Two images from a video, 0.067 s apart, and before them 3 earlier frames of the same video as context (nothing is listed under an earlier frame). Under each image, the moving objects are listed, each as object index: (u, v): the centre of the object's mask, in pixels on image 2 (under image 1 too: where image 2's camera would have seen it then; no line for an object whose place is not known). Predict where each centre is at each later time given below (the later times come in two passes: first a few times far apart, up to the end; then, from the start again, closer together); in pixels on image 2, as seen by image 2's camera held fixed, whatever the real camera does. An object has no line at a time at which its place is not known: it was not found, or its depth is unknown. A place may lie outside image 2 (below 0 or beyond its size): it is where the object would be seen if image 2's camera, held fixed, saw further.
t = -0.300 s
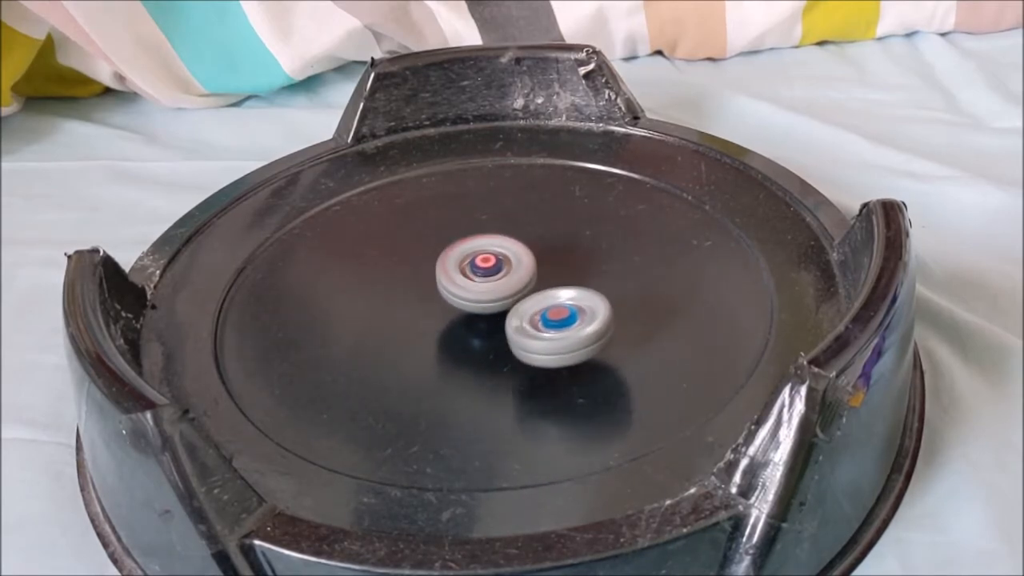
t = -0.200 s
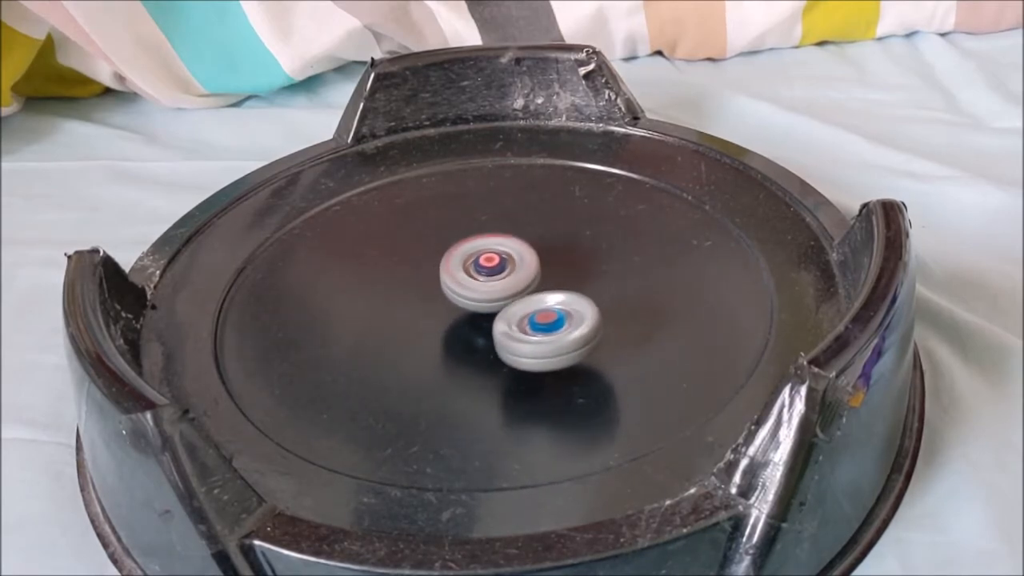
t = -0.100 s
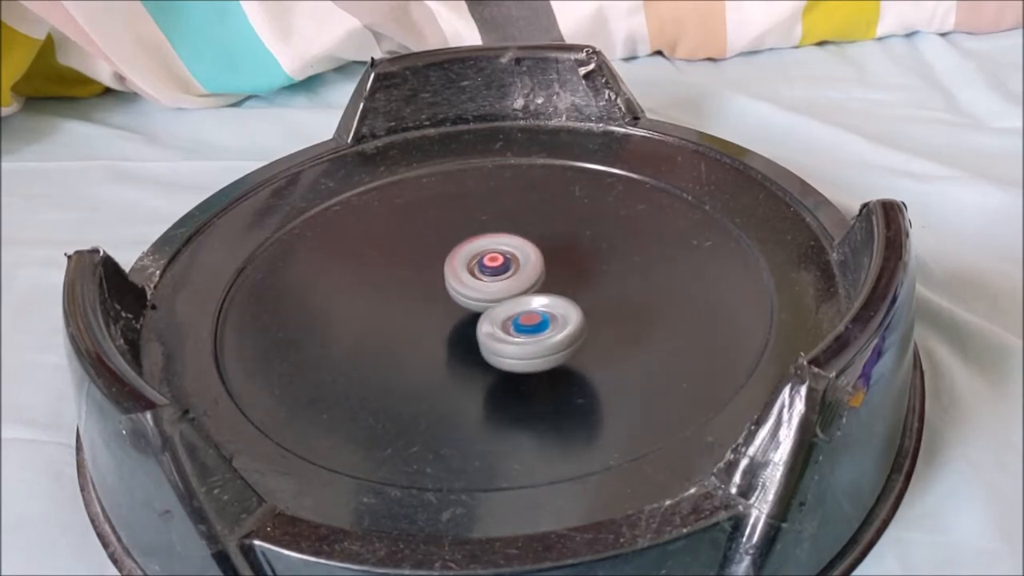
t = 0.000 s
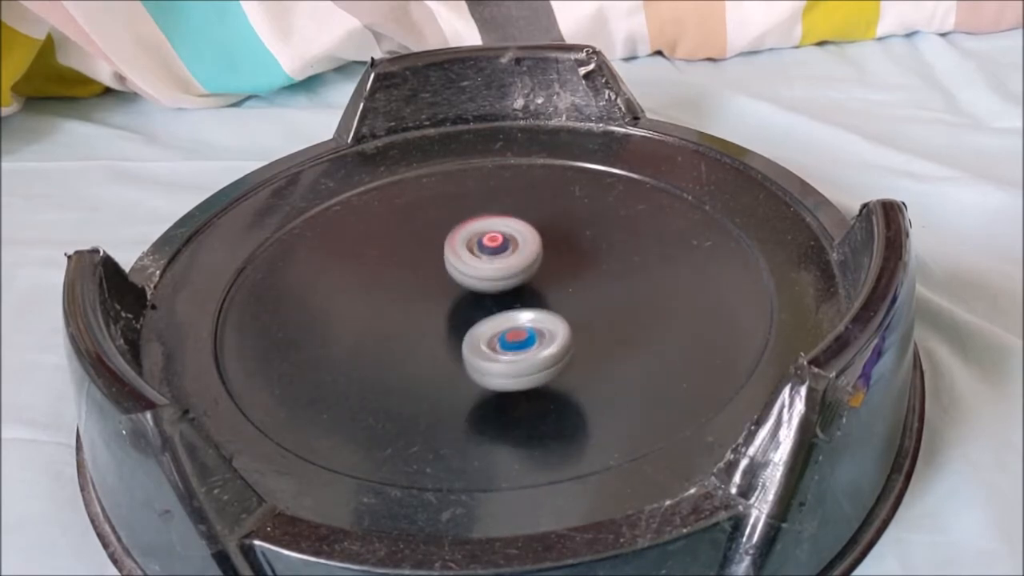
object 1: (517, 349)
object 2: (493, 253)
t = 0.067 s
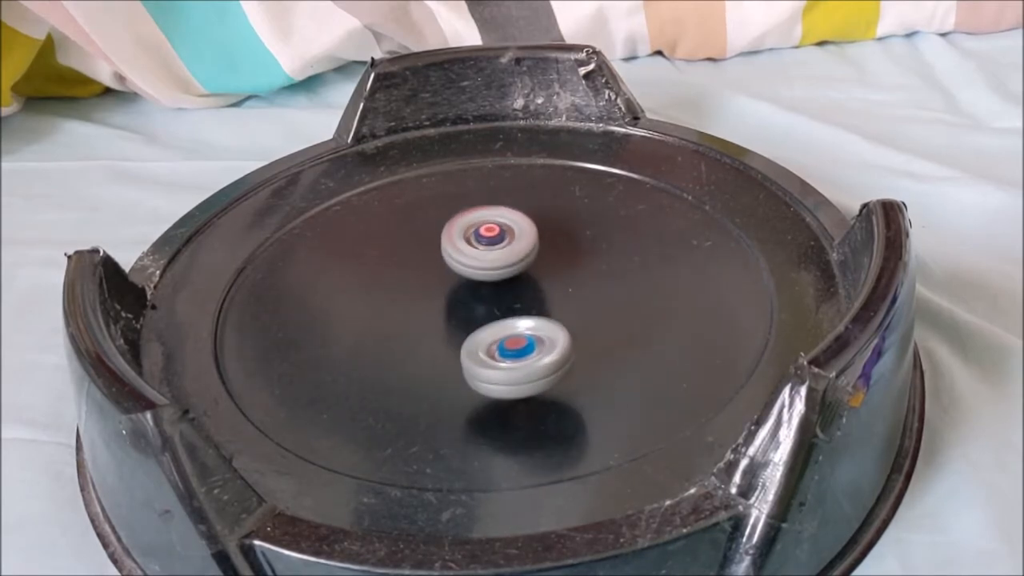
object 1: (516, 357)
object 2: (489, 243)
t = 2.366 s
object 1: (436, 246)
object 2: (538, 281)
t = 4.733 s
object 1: (529, 307)
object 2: (460, 251)
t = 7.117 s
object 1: (414, 299)
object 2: (512, 259)
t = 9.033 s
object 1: (548, 276)
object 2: (417, 302)
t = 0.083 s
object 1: (516, 358)
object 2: (488, 242)
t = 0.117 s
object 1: (517, 360)
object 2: (485, 241)
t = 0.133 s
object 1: (518, 360)
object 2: (484, 241)
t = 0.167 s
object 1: (519, 360)
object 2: (481, 242)
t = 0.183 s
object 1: (519, 359)
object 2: (480, 243)
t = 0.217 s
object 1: (520, 358)
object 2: (478, 244)
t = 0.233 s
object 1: (520, 357)
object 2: (477, 245)
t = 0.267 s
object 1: (519, 355)
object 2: (476, 247)
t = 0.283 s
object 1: (519, 354)
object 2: (476, 249)
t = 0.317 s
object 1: (518, 351)
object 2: (475, 251)
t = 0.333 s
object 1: (517, 349)
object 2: (474, 252)
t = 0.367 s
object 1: (513, 345)
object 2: (474, 254)
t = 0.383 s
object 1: (511, 344)
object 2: (474, 255)
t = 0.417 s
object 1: (506, 340)
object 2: (475, 258)
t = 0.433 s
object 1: (503, 338)
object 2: (475, 259)
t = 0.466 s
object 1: (497, 334)
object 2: (477, 261)
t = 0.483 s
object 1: (494, 332)
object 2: (478, 262)
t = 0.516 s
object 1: (487, 330)
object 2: (481, 262)
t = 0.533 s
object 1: (484, 335)
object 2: (483, 260)
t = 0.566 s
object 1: (476, 342)
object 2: (489, 254)
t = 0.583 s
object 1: (473, 345)
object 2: (491, 253)
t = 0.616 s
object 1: (468, 347)
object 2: (494, 252)
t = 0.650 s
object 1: (465, 347)
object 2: (497, 252)
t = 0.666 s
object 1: (463, 347)
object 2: (498, 252)
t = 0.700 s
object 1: (461, 347)
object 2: (499, 253)
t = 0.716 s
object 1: (460, 346)
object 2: (500, 254)
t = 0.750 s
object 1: (458, 345)
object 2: (501, 257)
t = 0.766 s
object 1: (457, 344)
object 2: (502, 258)
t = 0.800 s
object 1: (455, 343)
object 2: (505, 261)
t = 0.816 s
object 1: (454, 341)
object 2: (507, 262)
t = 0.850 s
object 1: (452, 339)
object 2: (512, 265)
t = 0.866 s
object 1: (451, 337)
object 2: (515, 266)
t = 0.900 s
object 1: (449, 335)
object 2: (521, 268)
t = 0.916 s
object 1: (448, 333)
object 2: (525, 269)
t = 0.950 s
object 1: (445, 330)
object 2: (532, 269)
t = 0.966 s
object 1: (445, 328)
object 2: (535, 269)
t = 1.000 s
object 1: (442, 324)
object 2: (542, 269)
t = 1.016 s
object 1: (441, 323)
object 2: (545, 269)
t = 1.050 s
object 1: (439, 318)
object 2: (549, 268)
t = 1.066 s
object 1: (438, 317)
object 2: (551, 268)
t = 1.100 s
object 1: (436, 313)
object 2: (554, 268)
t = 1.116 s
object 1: (435, 311)
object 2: (555, 268)
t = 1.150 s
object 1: (434, 307)
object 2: (556, 267)
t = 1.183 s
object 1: (432, 304)
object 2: (556, 268)
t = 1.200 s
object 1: (432, 302)
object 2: (555, 268)
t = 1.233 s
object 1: (431, 299)
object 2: (553, 269)
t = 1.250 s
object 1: (431, 296)
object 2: (552, 269)
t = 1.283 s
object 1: (430, 293)
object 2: (549, 269)
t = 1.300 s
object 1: (431, 291)
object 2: (548, 270)
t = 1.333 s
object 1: (430, 287)
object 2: (544, 272)
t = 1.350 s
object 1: (430, 285)
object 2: (542, 273)
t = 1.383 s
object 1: (428, 281)
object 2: (537, 276)
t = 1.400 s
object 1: (428, 279)
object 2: (534, 278)
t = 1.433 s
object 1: (427, 275)
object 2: (531, 283)
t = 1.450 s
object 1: (427, 273)
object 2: (529, 285)
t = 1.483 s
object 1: (426, 269)
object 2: (528, 290)
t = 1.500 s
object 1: (425, 268)
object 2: (528, 293)
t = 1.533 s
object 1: (425, 265)
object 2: (529, 298)
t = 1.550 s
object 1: (424, 264)
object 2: (530, 300)
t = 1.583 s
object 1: (425, 261)
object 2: (535, 304)
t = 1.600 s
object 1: (425, 260)
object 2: (537, 305)
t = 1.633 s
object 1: (426, 258)
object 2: (543, 308)
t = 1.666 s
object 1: (427, 256)
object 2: (550, 309)
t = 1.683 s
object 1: (428, 256)
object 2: (553, 309)
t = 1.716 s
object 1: (430, 254)
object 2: (558, 308)
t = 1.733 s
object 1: (431, 254)
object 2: (560, 307)
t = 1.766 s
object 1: (434, 253)
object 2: (563, 305)
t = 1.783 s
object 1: (436, 252)
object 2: (564, 303)
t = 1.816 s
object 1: (439, 251)
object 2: (563, 299)
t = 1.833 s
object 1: (441, 251)
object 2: (562, 297)
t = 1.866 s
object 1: (446, 250)
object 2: (556, 292)
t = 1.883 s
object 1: (448, 250)
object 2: (551, 291)
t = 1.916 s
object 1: (453, 249)
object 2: (539, 289)
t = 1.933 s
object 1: (454, 249)
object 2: (532, 290)
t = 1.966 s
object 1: (449, 239)
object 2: (530, 298)
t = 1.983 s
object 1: (444, 233)
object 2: (533, 304)
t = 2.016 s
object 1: (439, 223)
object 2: (545, 315)
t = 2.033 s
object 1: (437, 222)
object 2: (552, 319)
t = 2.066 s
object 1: (433, 220)
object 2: (570, 325)
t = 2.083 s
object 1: (430, 219)
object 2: (580, 325)
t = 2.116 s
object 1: (426, 219)
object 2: (597, 324)
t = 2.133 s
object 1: (424, 220)
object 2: (608, 319)
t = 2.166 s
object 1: (422, 221)
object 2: (621, 312)
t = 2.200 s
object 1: (420, 224)
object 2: (626, 301)
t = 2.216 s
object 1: (420, 226)
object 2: (626, 297)
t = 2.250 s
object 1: (421, 230)
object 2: (617, 287)
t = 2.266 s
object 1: (422, 233)
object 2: (611, 284)
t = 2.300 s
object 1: (425, 238)
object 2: (590, 278)
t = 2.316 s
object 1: (428, 240)
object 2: (579, 277)
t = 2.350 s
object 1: (433, 244)
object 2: (553, 278)
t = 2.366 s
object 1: (436, 246)
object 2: (538, 281)
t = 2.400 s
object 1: (437, 247)
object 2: (515, 291)
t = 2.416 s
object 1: (434, 243)
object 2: (513, 301)
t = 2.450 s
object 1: (429, 238)
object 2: (515, 319)
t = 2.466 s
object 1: (429, 237)
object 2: (520, 328)
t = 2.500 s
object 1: (431, 238)
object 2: (534, 341)
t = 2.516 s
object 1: (433, 240)
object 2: (545, 347)
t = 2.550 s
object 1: (436, 243)
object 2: (572, 353)
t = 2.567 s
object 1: (439, 245)
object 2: (587, 353)
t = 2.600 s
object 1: (443, 249)
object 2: (617, 348)
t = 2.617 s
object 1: (446, 251)
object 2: (630, 344)
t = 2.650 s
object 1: (452, 254)
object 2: (651, 331)
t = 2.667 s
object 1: (456, 256)
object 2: (657, 325)
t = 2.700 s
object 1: (463, 259)
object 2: (658, 310)
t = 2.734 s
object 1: (470, 261)
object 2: (648, 296)
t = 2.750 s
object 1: (474, 263)
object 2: (639, 291)
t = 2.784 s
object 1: (482, 265)
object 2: (612, 281)
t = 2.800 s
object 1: (486, 266)
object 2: (597, 280)
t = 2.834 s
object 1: (468, 260)
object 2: (588, 281)
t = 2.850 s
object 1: (454, 256)
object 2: (588, 282)
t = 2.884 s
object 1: (432, 250)
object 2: (587, 286)
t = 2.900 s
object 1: (425, 248)
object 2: (586, 288)
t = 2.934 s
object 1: (415, 247)
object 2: (584, 291)
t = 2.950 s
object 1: (412, 249)
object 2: (584, 293)
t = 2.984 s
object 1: (409, 254)
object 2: (584, 297)
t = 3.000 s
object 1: (408, 257)
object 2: (583, 299)
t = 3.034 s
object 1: (407, 263)
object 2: (581, 303)
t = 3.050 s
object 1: (407, 266)
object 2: (579, 304)
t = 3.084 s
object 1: (406, 271)
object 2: (576, 307)
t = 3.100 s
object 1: (407, 274)
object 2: (574, 308)
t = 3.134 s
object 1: (409, 280)
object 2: (570, 310)
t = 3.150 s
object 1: (411, 283)
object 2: (568, 311)
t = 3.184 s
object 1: (415, 289)
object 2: (564, 314)
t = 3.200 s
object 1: (417, 292)
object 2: (562, 315)
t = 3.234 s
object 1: (423, 297)
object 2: (556, 317)
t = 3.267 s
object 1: (430, 302)
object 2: (550, 319)
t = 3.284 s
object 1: (434, 304)
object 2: (547, 319)
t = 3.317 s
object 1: (437, 307)
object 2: (544, 321)
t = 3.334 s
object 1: (432, 306)
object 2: (552, 323)
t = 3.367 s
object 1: (426, 305)
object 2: (563, 325)
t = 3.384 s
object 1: (427, 305)
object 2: (568, 325)
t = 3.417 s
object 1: (431, 307)
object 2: (576, 323)
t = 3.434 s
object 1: (433, 309)
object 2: (579, 323)
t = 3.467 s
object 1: (440, 312)
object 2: (584, 318)
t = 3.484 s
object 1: (442, 313)
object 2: (586, 315)
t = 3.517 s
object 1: (449, 316)
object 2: (584, 309)
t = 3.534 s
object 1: (453, 317)
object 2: (581, 305)
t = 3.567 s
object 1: (460, 318)
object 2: (573, 300)
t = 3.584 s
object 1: (459, 319)
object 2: (572, 297)
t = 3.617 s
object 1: (427, 319)
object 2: (592, 286)
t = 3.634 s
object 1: (415, 319)
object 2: (599, 279)
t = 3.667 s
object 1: (399, 318)
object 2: (605, 266)
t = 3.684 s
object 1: (394, 318)
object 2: (603, 259)
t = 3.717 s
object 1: (390, 320)
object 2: (595, 248)
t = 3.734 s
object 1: (390, 321)
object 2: (589, 245)
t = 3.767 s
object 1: (389, 324)
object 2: (570, 240)
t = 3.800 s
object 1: (389, 327)
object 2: (547, 240)
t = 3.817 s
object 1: (391, 328)
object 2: (536, 241)
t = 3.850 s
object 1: (393, 331)
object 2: (514, 248)
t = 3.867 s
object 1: (395, 332)
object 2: (505, 252)
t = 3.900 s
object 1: (400, 335)
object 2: (487, 264)
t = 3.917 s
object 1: (402, 335)
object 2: (479, 271)
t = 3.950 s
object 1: (405, 339)
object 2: (475, 283)
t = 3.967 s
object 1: (400, 344)
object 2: (480, 285)
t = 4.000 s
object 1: (394, 351)
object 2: (492, 287)
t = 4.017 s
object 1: (395, 353)
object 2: (498, 287)
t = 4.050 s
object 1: (398, 355)
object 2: (511, 286)
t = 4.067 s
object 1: (402, 356)
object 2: (517, 285)
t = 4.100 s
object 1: (409, 358)
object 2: (526, 281)
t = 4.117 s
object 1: (413, 358)
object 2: (531, 278)
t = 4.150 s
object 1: (422, 359)
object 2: (536, 273)
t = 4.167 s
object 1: (425, 358)
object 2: (537, 271)
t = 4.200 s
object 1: (436, 357)
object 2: (537, 266)
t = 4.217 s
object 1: (439, 357)
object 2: (537, 264)
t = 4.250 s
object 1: (448, 354)
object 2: (534, 260)
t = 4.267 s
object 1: (453, 353)
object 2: (532, 259)
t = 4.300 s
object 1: (460, 350)
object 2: (527, 257)
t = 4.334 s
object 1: (468, 347)
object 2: (521, 258)
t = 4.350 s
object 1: (472, 345)
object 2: (518, 259)
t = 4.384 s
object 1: (479, 340)
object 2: (511, 261)
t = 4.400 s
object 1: (483, 338)
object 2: (508, 262)
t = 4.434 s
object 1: (489, 333)
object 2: (503, 263)
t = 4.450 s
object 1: (492, 333)
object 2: (501, 262)
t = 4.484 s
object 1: (496, 332)
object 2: (496, 261)
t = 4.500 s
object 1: (498, 330)
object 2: (495, 261)
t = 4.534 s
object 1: (503, 329)
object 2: (491, 258)
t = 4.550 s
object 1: (504, 328)
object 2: (489, 256)
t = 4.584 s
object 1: (509, 325)
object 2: (483, 252)
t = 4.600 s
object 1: (512, 324)
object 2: (481, 250)
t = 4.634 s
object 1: (516, 320)
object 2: (474, 248)
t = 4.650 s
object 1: (520, 318)
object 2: (471, 248)
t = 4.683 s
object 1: (524, 314)
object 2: (466, 248)
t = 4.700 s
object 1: (526, 311)
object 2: (464, 249)
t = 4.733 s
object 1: (529, 307)
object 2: (460, 251)
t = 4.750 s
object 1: (530, 305)
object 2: (458, 253)
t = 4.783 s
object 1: (533, 300)
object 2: (455, 258)
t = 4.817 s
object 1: (549, 304)
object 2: (442, 254)
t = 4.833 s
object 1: (562, 308)
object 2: (433, 250)
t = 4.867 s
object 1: (585, 313)
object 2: (417, 247)
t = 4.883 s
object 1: (595, 314)
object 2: (408, 247)
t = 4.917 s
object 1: (607, 313)
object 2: (390, 249)
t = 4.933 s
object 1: (612, 311)
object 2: (384, 250)
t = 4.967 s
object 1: (620, 306)
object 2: (375, 256)
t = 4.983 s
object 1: (622, 303)
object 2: (372, 260)
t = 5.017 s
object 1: (629, 297)
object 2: (372, 270)
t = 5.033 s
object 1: (631, 296)
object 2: (374, 274)
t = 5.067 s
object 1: (635, 291)
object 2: (384, 283)
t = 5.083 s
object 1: (637, 288)
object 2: (392, 288)
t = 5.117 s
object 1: (639, 283)
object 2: (411, 293)
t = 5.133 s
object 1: (640, 280)
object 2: (424, 293)
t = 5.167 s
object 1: (640, 276)
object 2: (450, 294)
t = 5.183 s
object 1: (638, 274)
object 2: (461, 292)
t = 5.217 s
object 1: (636, 270)
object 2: (485, 286)
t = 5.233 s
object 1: (635, 268)
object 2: (495, 282)
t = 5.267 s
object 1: (630, 266)
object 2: (512, 271)
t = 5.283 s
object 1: (628, 264)
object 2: (519, 264)
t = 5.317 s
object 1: (628, 262)
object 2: (523, 250)
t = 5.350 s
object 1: (629, 261)
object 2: (515, 237)
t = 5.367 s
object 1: (628, 260)
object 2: (510, 232)
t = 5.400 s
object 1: (623, 258)
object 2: (496, 223)
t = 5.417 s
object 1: (619, 258)
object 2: (487, 220)
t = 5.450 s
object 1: (613, 257)
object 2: (467, 218)
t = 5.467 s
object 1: (610, 257)
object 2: (458, 218)
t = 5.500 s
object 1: (602, 257)
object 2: (440, 223)
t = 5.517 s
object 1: (598, 257)
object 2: (432, 228)
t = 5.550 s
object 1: (590, 258)
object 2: (422, 239)
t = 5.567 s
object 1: (586, 259)
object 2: (419, 246)
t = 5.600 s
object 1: (577, 259)
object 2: (419, 259)
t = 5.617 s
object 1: (573, 261)
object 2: (422, 266)
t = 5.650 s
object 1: (564, 262)
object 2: (433, 279)
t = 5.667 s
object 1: (560, 263)
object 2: (441, 284)
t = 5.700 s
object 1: (556, 263)
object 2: (455, 293)
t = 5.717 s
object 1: (563, 261)
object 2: (451, 301)
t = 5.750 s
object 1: (576, 257)
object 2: (450, 313)
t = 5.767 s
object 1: (579, 256)
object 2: (452, 319)
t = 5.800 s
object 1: (578, 256)
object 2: (460, 330)
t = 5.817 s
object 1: (576, 256)
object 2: (466, 335)
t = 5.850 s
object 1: (570, 256)
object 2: (484, 342)
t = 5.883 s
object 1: (563, 256)
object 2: (504, 344)
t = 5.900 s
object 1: (559, 257)
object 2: (516, 343)
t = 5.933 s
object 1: (553, 257)
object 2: (537, 338)
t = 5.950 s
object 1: (549, 258)
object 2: (546, 335)
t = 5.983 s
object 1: (542, 257)
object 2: (560, 324)
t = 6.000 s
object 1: (538, 257)
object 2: (563, 319)
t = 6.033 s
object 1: (529, 250)
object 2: (569, 315)
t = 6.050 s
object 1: (524, 248)
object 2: (572, 314)
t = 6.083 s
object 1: (515, 244)
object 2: (575, 312)
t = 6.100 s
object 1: (511, 244)
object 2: (576, 311)
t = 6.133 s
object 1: (502, 243)
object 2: (575, 308)
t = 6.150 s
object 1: (497, 243)
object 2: (574, 307)
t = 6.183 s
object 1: (488, 243)
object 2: (569, 302)
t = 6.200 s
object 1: (483, 243)
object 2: (566, 301)
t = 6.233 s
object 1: (474, 244)
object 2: (556, 298)
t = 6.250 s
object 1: (470, 244)
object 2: (550, 297)
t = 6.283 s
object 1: (462, 245)
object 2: (537, 295)
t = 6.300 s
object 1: (458, 246)
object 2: (530, 295)
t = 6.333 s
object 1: (450, 247)
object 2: (514, 295)
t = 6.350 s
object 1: (445, 247)
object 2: (505, 296)
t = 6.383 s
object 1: (435, 244)
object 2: (493, 304)
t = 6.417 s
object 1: (427, 243)
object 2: (486, 313)
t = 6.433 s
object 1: (424, 243)
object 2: (484, 317)
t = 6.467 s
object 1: (417, 245)
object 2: (481, 323)
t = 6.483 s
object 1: (413, 246)
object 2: (481, 327)
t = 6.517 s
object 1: (407, 248)
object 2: (482, 331)
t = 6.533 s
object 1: (405, 249)
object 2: (483, 334)
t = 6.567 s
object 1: (400, 252)
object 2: (486, 336)
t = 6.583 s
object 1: (398, 253)
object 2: (488, 338)
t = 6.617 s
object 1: (395, 256)
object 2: (493, 338)
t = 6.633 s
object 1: (393, 257)
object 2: (496, 338)
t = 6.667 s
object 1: (390, 261)
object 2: (501, 336)
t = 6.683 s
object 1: (390, 262)
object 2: (503, 335)
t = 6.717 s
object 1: (389, 266)
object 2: (507, 330)
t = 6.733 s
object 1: (389, 268)
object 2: (508, 328)
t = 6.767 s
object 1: (390, 272)
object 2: (510, 322)
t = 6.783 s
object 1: (391, 274)
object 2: (510, 318)
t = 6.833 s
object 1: (394, 278)
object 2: (509, 311)
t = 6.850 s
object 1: (395, 280)
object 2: (505, 306)
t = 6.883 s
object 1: (398, 283)
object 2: (499, 298)
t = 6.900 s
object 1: (395, 284)
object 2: (501, 295)
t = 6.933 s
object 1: (394, 285)
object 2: (504, 290)
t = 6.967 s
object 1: (397, 288)
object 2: (505, 284)
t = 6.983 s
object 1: (399, 289)
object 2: (505, 282)
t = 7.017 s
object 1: (402, 292)
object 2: (507, 275)
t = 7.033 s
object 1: (402, 294)
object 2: (509, 273)
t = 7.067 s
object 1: (406, 296)
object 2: (511, 266)
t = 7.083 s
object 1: (409, 297)
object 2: (512, 264)
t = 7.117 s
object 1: (414, 299)
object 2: (512, 259)
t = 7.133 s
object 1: (417, 300)
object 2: (511, 257)
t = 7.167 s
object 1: (424, 302)
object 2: (509, 253)
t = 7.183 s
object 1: (427, 303)
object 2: (508, 252)
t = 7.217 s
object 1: (435, 305)
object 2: (504, 249)
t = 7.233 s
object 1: (438, 305)
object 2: (503, 248)
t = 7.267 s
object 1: (441, 309)
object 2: (501, 245)
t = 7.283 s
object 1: (440, 312)
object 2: (502, 243)
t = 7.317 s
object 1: (443, 316)
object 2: (502, 238)
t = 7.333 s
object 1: (447, 316)
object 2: (503, 236)
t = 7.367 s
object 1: (453, 319)
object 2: (502, 232)
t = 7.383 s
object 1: (455, 320)
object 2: (502, 231)
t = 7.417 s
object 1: (462, 322)
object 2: (500, 230)
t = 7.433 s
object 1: (466, 322)
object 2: (499, 231)
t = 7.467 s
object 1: (473, 323)
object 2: (496, 232)
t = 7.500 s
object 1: (480, 324)
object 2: (494, 235)
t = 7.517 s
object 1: (483, 324)
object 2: (493, 237)
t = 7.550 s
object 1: (490, 324)
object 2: (492, 241)
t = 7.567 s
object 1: (495, 324)
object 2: (491, 243)
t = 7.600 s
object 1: (501, 324)
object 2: (492, 249)
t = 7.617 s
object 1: (504, 324)
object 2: (493, 252)
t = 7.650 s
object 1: (510, 324)
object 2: (496, 256)
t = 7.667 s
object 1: (514, 328)
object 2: (497, 256)
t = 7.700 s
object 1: (521, 330)
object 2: (500, 256)
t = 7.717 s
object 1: (523, 331)
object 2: (502, 255)
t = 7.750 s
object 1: (530, 331)
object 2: (504, 256)
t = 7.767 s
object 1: (535, 331)
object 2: (504, 255)
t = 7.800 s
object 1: (542, 331)
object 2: (506, 256)
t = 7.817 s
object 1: (544, 331)
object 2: (506, 256)
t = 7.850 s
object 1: (550, 330)
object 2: (507, 258)
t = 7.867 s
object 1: (554, 329)
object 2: (507, 259)
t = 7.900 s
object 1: (560, 328)
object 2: (508, 261)
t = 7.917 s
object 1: (561, 327)
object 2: (509, 262)
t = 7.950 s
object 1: (566, 325)
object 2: (510, 266)
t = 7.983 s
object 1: (570, 323)
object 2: (511, 269)
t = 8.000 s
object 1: (573, 322)
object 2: (512, 270)
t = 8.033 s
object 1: (581, 325)
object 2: (511, 270)
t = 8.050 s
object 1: (583, 326)
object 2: (511, 268)
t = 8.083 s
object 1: (588, 325)
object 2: (507, 267)
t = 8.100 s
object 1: (591, 324)
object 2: (506, 267)
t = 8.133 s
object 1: (595, 323)
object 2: (501, 266)
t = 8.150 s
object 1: (596, 322)
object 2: (499, 266)
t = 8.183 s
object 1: (598, 320)
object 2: (495, 266)
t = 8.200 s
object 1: (599, 318)
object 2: (492, 267)
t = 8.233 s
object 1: (600, 316)
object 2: (487, 268)
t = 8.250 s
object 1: (599, 315)
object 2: (485, 270)
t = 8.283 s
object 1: (597, 312)
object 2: (482, 273)
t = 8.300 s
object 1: (596, 311)
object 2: (480, 275)
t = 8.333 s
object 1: (592, 308)
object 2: (478, 280)
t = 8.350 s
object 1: (589, 308)
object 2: (478, 282)
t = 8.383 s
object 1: (584, 306)
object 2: (478, 287)
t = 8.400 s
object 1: (582, 304)
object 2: (480, 289)
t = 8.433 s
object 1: (583, 303)
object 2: (478, 293)
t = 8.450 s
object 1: (581, 303)
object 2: (477, 294)
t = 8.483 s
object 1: (580, 302)
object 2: (475, 296)
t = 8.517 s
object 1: (578, 301)
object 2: (471, 298)
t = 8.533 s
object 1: (577, 300)
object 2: (471, 299)
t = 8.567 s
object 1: (578, 298)
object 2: (467, 301)
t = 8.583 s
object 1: (579, 298)
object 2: (464, 301)
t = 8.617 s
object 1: (580, 296)
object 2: (459, 301)
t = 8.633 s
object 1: (579, 295)
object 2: (457, 302)
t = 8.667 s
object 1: (576, 293)
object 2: (454, 303)
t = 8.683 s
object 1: (575, 293)
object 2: (453, 303)
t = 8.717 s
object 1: (571, 291)
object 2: (452, 303)
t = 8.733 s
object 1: (568, 290)
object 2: (453, 304)
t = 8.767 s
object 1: (564, 289)
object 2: (454, 304)
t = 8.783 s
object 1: (562, 288)
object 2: (455, 304)
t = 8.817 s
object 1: (560, 286)
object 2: (454, 303)
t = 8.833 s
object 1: (558, 286)
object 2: (454, 303)
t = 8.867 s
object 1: (557, 284)
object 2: (448, 302)
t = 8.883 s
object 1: (559, 282)
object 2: (442, 302)
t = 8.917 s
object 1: (558, 280)
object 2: (433, 302)
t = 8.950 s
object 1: (556, 280)
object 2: (429, 302)
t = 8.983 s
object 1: (552, 278)
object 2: (422, 301)
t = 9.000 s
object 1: (551, 277)
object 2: (419, 302)
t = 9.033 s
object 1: (548, 276)
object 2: (417, 302)
